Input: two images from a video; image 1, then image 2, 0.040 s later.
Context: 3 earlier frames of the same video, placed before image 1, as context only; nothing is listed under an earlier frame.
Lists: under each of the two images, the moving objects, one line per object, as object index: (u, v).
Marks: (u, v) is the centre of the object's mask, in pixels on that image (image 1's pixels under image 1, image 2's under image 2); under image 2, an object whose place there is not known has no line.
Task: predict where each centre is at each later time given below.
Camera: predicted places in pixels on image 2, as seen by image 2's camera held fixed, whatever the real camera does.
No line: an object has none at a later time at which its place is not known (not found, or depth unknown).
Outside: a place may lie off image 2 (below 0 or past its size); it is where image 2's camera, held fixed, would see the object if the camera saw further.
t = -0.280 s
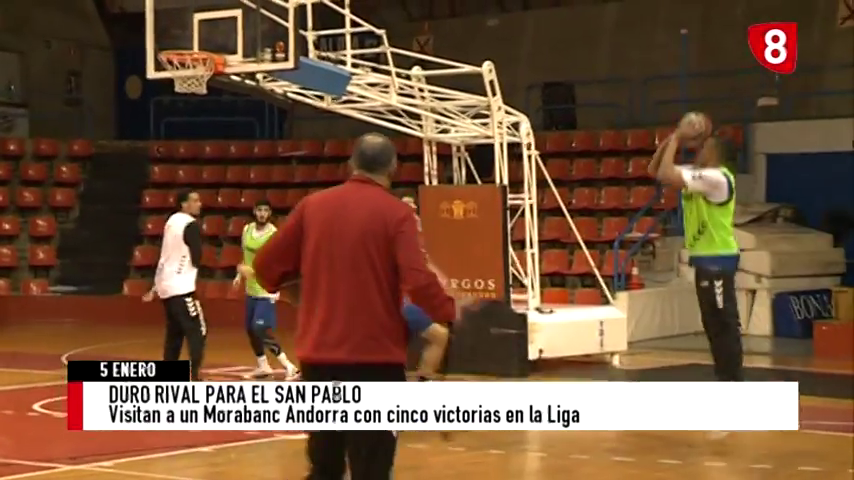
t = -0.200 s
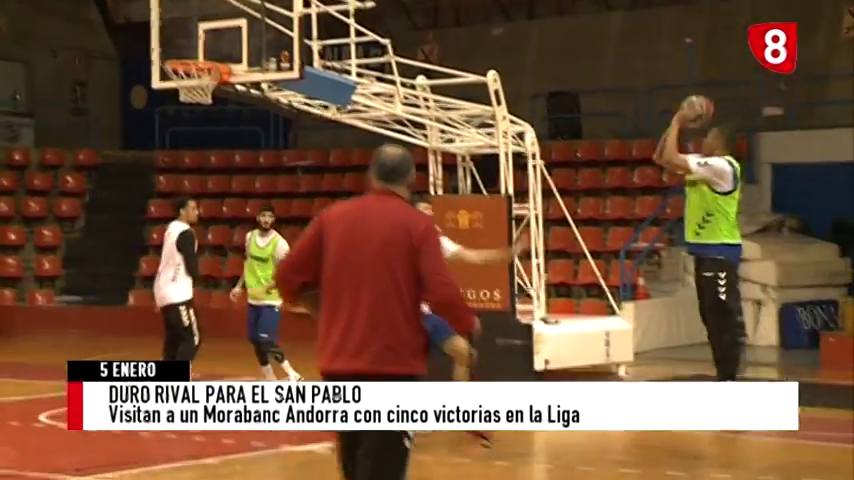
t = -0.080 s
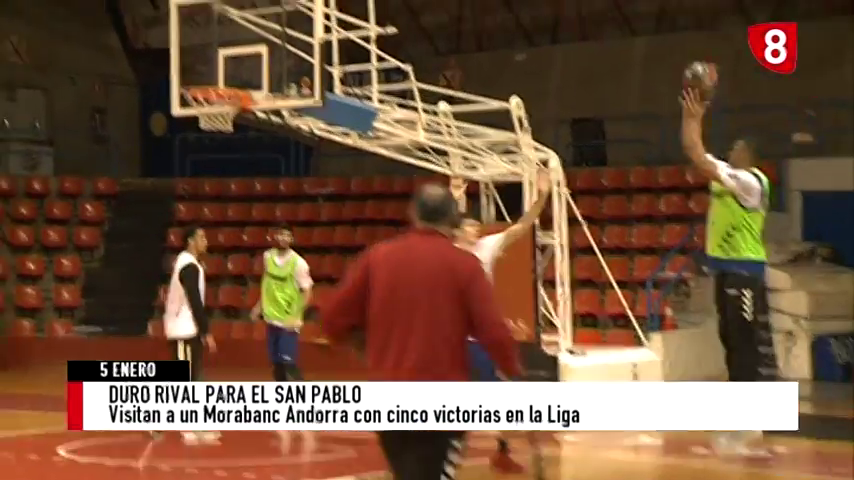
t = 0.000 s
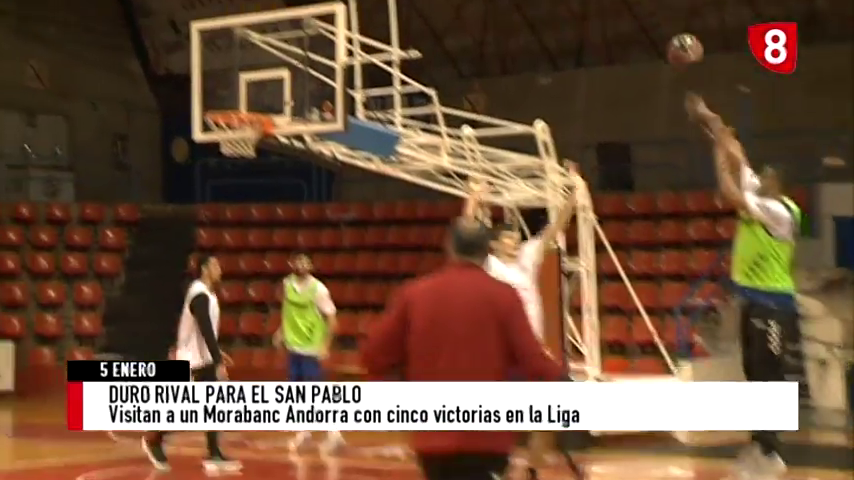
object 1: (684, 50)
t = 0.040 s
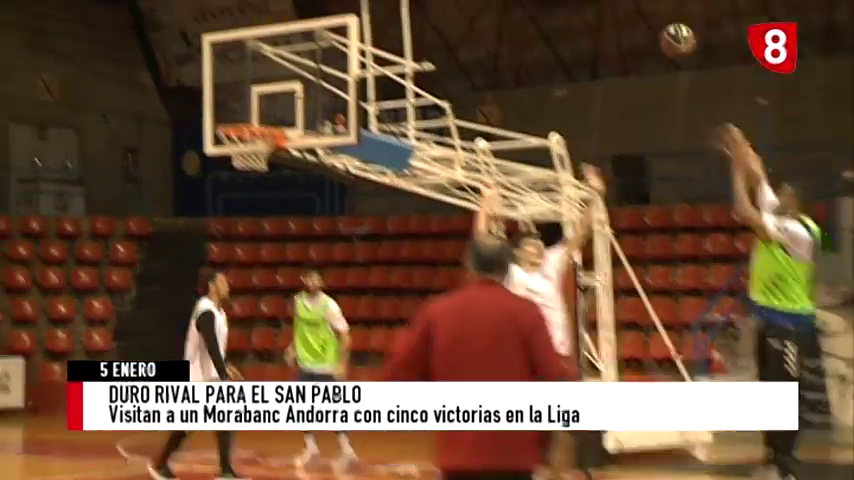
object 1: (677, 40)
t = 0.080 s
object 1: (653, 20)
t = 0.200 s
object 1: (586, -25)
